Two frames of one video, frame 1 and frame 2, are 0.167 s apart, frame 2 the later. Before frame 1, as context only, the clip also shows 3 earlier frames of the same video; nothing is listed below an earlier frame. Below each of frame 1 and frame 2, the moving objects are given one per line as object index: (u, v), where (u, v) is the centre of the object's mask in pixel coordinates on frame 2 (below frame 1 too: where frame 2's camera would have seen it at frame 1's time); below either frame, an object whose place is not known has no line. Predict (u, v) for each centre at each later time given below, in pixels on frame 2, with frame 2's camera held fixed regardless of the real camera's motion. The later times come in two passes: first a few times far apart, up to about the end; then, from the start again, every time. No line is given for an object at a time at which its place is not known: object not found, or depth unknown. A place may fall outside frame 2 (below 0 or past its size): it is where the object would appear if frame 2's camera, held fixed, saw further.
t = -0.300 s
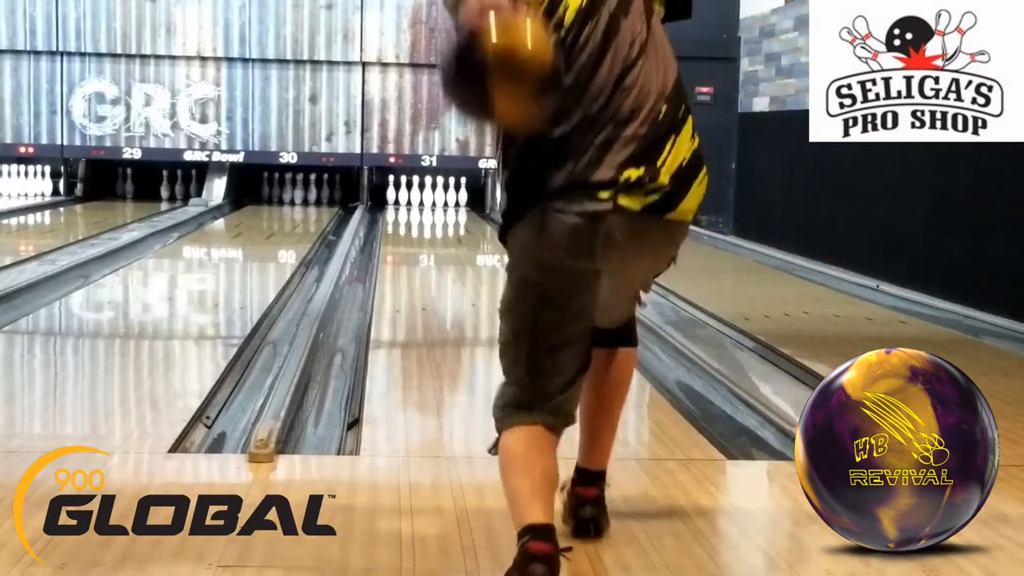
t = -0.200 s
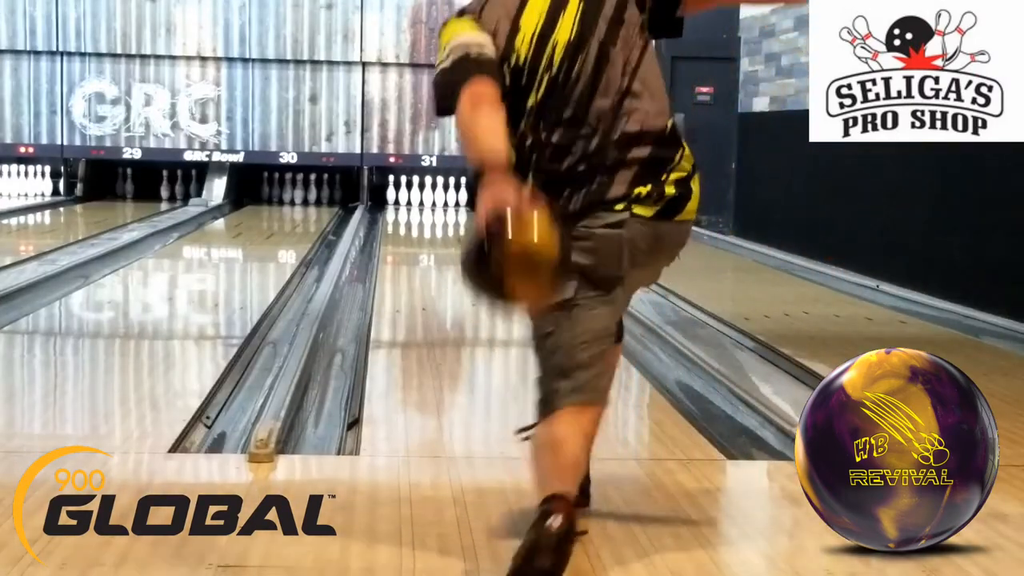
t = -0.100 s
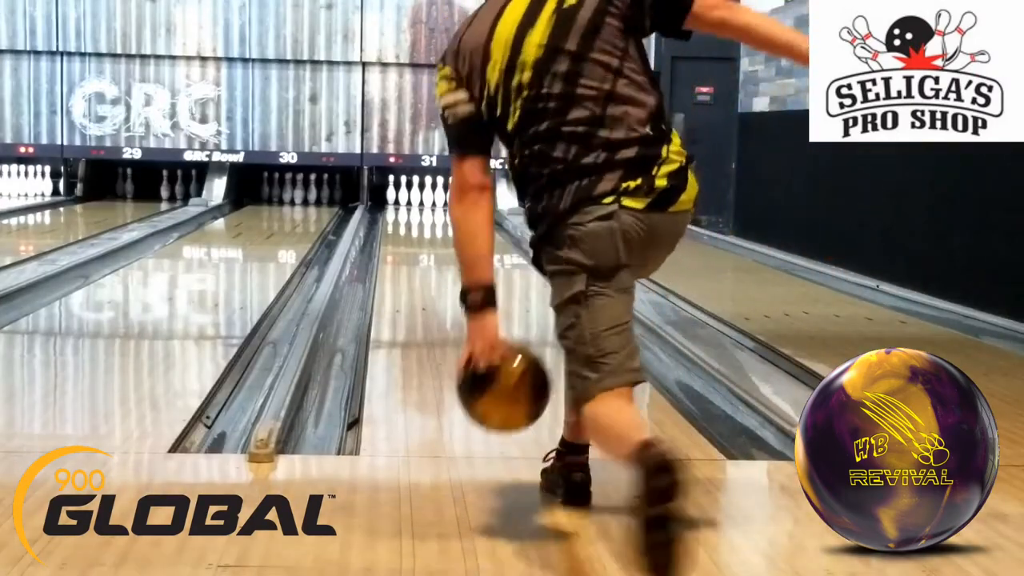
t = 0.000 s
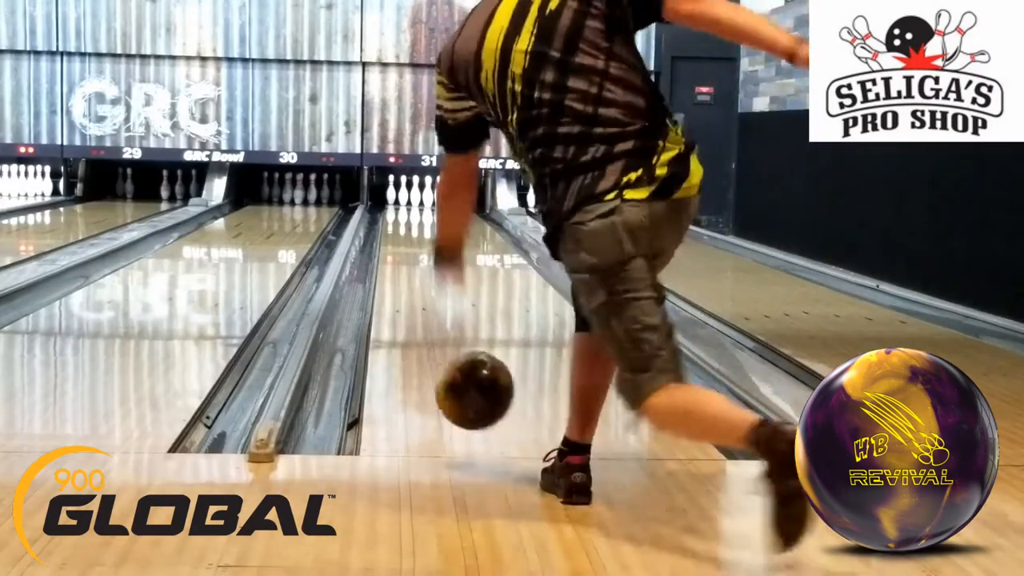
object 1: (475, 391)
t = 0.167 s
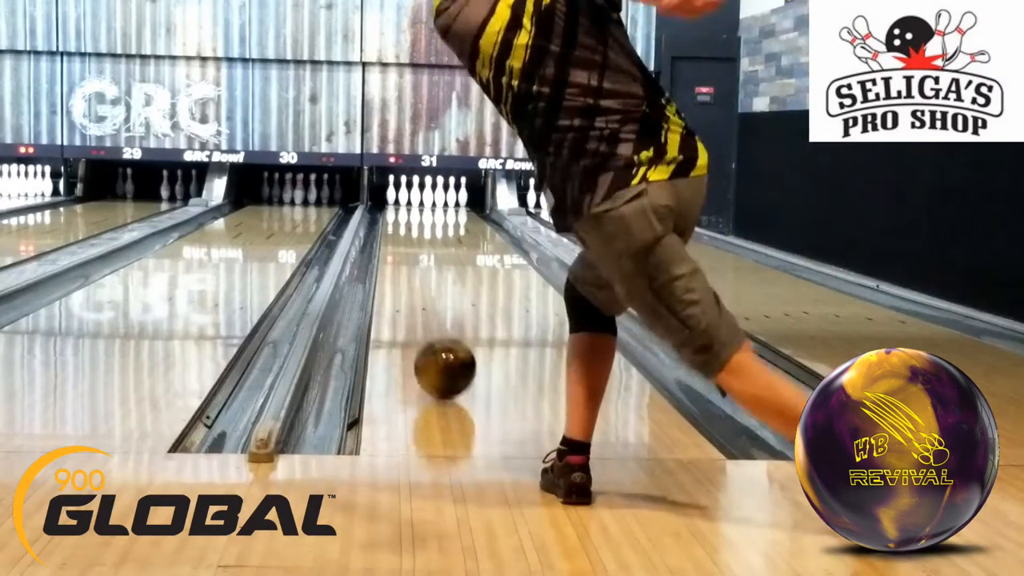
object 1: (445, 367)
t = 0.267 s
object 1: (434, 339)
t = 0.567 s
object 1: (412, 286)
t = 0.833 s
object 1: (403, 258)
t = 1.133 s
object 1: (398, 236)
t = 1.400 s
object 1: (397, 223)
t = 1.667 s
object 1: (400, 214)
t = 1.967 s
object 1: (408, 206)
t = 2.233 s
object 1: (419, 202)
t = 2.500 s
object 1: (422, 198)
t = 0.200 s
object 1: (441, 358)
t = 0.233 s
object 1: (437, 348)
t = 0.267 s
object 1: (434, 339)
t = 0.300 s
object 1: (430, 331)
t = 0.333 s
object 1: (428, 324)
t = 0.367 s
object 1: (425, 317)
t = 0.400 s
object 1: (423, 310)
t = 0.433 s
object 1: (420, 305)
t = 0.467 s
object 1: (418, 299)
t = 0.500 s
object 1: (416, 294)
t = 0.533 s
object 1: (414, 290)
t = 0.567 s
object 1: (412, 286)
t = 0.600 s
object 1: (412, 282)
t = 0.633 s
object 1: (410, 277)
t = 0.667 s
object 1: (408, 274)
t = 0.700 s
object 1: (407, 270)
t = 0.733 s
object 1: (406, 268)
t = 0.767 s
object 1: (404, 264)
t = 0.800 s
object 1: (405, 261)
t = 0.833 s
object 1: (403, 258)
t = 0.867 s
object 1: (402, 255)
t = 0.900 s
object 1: (402, 252)
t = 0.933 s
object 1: (401, 249)
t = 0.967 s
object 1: (400, 248)
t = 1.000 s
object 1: (400, 245)
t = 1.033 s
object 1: (399, 243)
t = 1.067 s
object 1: (399, 241)
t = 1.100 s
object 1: (398, 239)
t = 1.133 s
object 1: (398, 236)
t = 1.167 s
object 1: (398, 234)
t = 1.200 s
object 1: (398, 233)
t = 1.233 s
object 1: (397, 231)
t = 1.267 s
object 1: (398, 229)
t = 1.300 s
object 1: (397, 227)
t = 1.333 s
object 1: (397, 226)
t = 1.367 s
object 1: (397, 224)
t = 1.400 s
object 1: (397, 223)
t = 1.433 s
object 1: (397, 222)
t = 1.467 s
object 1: (397, 220)
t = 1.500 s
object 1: (398, 220)
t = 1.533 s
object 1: (399, 218)
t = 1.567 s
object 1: (399, 217)
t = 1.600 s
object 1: (399, 216)
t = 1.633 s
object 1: (399, 215)
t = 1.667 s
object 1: (400, 214)
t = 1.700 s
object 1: (400, 213)
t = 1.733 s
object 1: (401, 212)
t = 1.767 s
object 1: (402, 211)
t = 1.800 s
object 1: (402, 210)
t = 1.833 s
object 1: (403, 209)
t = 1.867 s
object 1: (404, 209)
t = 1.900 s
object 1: (405, 208)
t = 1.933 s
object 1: (406, 207)
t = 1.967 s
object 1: (408, 206)
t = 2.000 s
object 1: (409, 205)
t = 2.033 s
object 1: (410, 205)
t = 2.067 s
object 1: (411, 205)
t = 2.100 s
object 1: (414, 204)
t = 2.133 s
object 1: (414, 204)
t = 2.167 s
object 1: (416, 204)
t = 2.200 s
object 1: (417, 202)
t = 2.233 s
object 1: (419, 202)
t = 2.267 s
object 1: (420, 201)
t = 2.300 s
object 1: (422, 200)
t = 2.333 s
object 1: (422, 200)
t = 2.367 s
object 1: (422, 200)
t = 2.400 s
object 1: (422, 199)
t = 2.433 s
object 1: (423, 200)
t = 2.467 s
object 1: (423, 199)
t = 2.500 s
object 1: (422, 198)
